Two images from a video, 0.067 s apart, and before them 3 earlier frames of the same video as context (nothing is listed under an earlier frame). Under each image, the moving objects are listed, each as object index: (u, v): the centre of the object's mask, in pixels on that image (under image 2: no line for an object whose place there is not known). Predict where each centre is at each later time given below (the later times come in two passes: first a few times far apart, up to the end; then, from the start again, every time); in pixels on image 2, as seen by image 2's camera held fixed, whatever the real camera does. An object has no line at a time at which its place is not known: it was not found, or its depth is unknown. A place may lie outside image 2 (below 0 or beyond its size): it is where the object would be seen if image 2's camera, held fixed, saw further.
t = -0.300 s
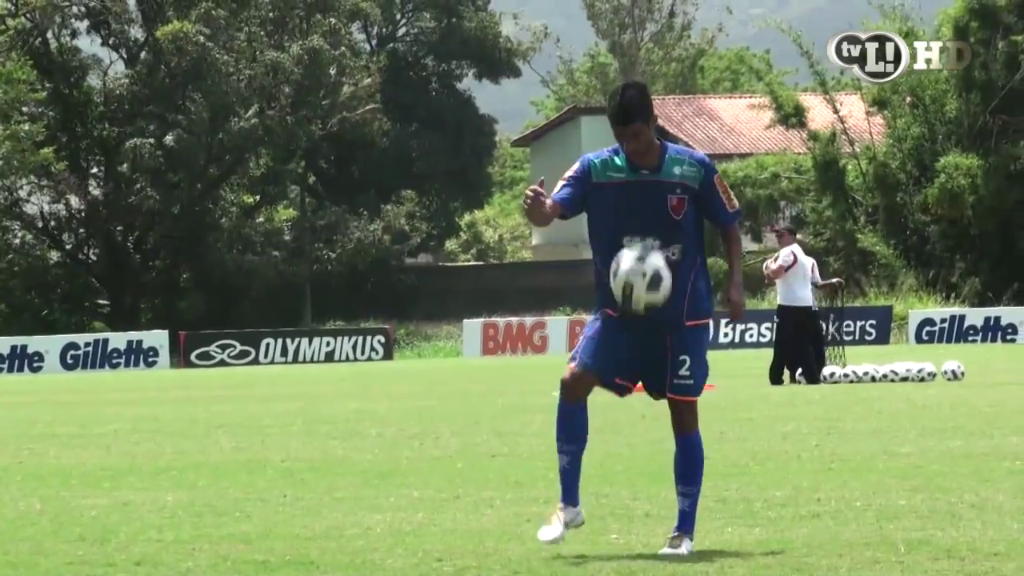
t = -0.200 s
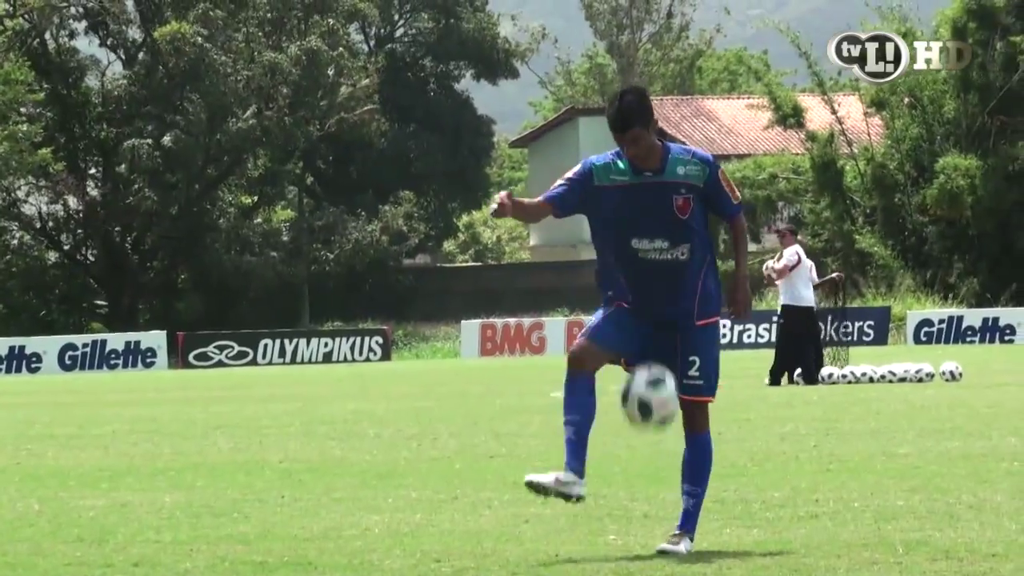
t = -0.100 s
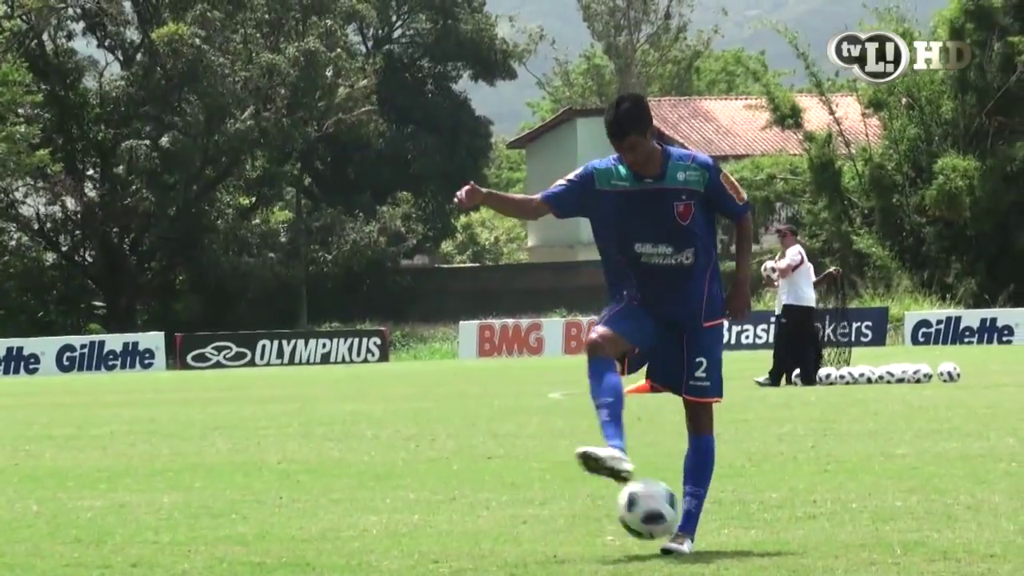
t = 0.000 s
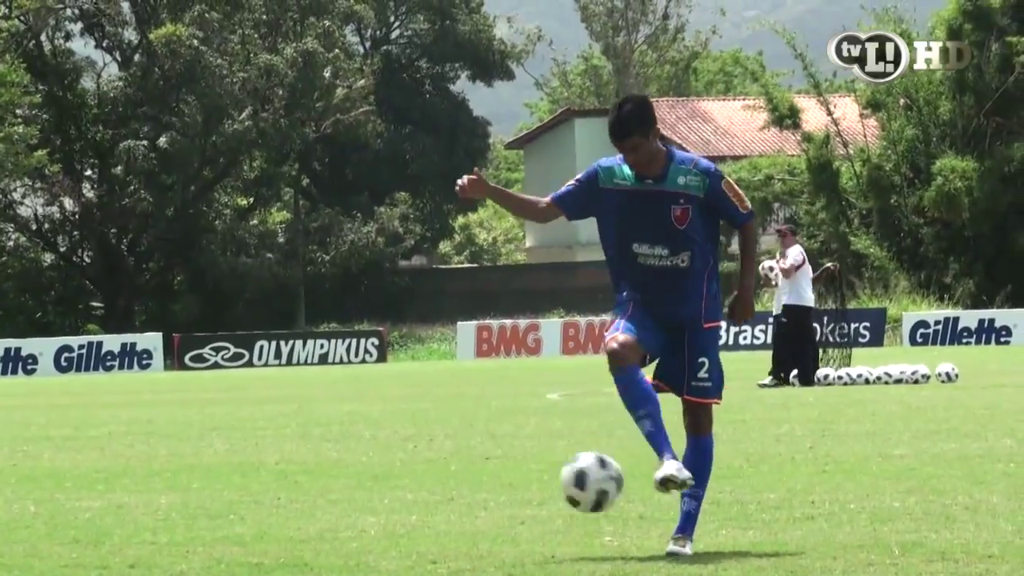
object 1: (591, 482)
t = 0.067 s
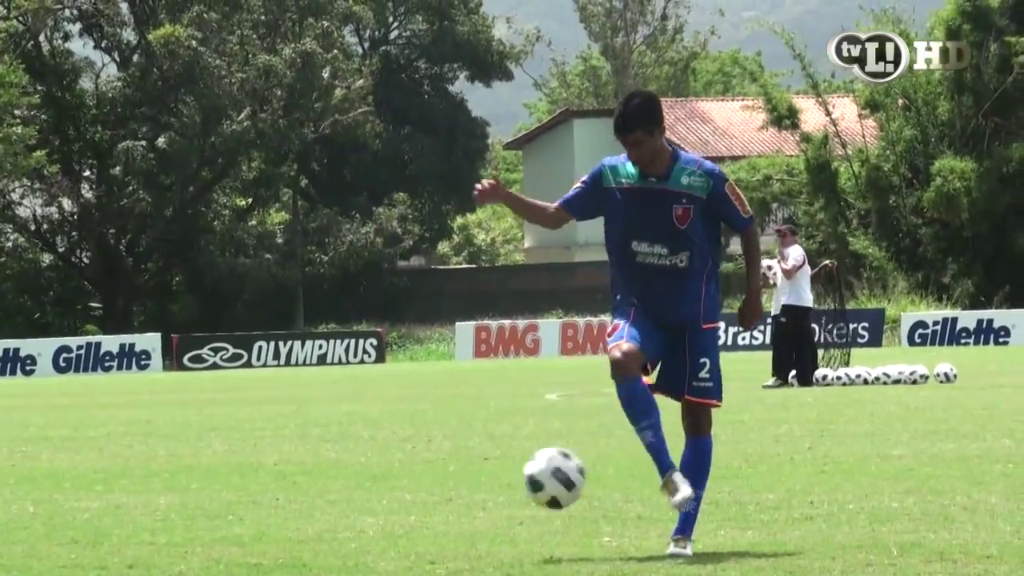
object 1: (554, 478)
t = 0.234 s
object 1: (464, 518)
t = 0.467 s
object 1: (355, 532)
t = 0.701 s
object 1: (262, 540)
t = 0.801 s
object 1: (227, 544)
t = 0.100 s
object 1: (537, 479)
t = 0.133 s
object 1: (519, 485)
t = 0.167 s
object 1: (500, 492)
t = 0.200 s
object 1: (482, 503)
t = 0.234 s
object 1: (464, 518)
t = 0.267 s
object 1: (446, 535)
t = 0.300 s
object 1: (429, 538)
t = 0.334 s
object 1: (413, 534)
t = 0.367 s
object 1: (398, 530)
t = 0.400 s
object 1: (384, 528)
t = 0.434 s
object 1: (370, 529)
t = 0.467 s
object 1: (355, 532)
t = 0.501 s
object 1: (341, 538)
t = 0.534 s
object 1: (326, 543)
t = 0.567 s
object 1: (311, 544)
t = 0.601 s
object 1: (298, 541)
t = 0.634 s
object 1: (286, 539)
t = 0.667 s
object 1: (273, 538)
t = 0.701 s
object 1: (262, 540)
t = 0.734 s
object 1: (250, 543)
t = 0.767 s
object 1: (238, 545)
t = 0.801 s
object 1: (227, 544)
